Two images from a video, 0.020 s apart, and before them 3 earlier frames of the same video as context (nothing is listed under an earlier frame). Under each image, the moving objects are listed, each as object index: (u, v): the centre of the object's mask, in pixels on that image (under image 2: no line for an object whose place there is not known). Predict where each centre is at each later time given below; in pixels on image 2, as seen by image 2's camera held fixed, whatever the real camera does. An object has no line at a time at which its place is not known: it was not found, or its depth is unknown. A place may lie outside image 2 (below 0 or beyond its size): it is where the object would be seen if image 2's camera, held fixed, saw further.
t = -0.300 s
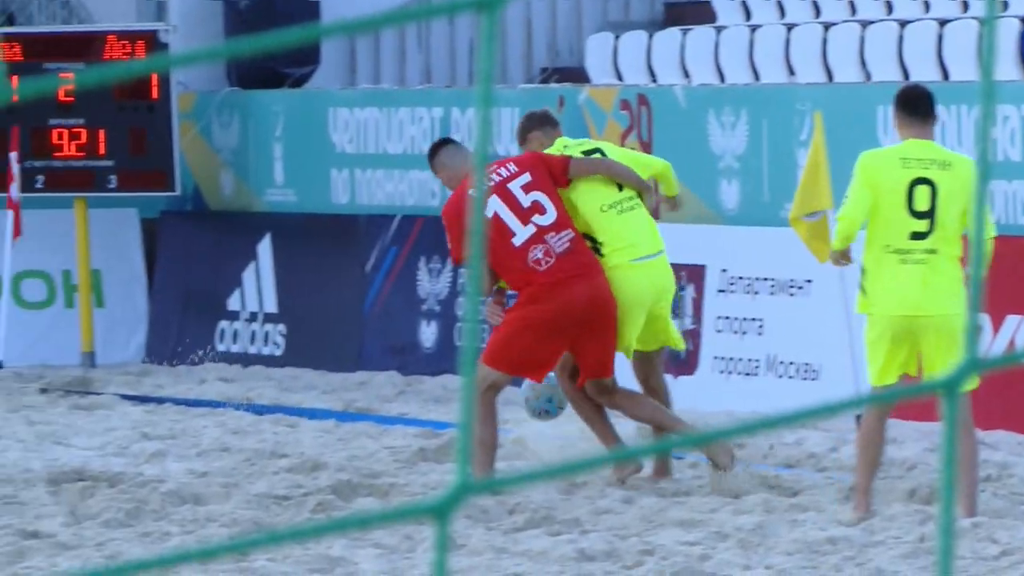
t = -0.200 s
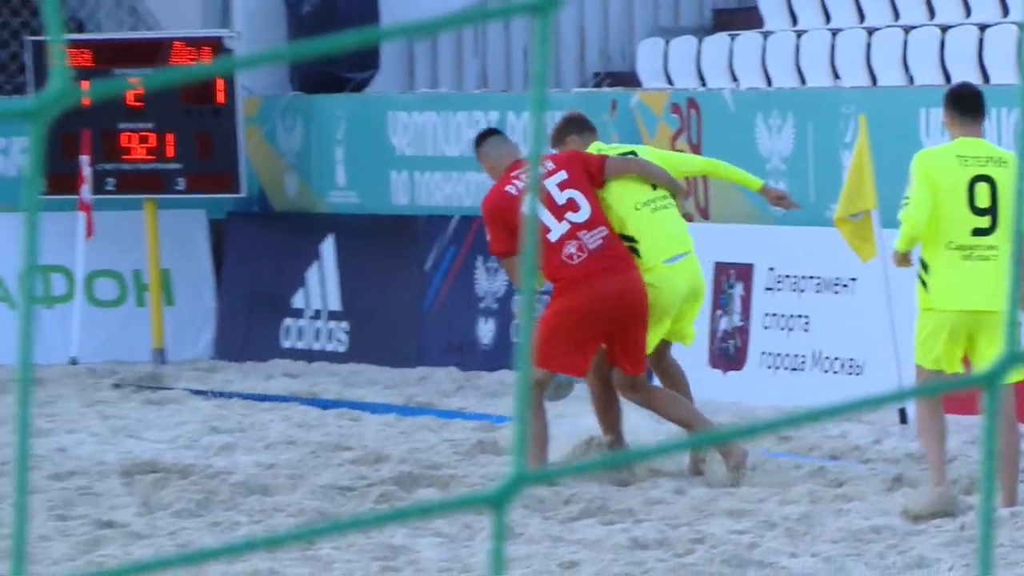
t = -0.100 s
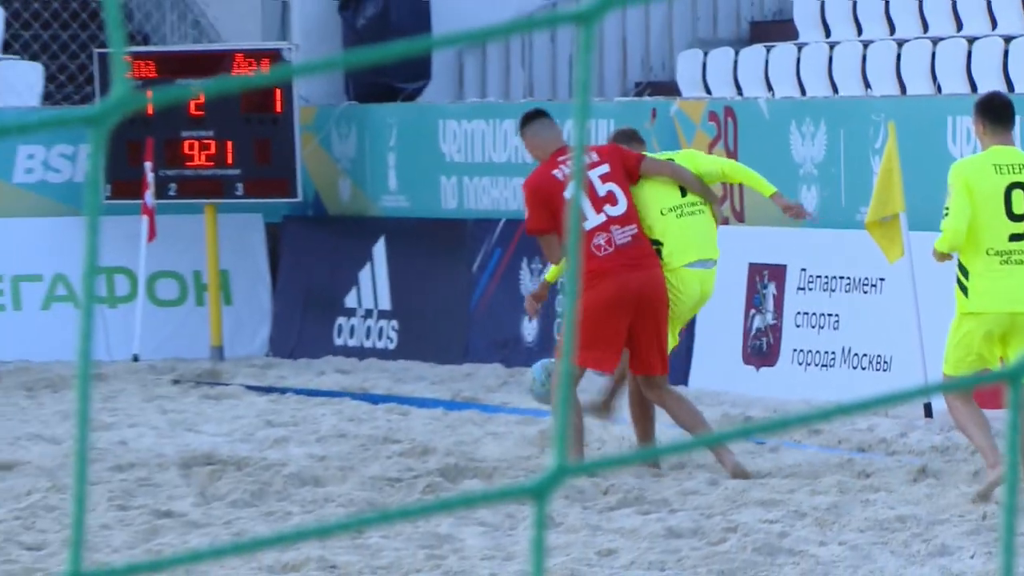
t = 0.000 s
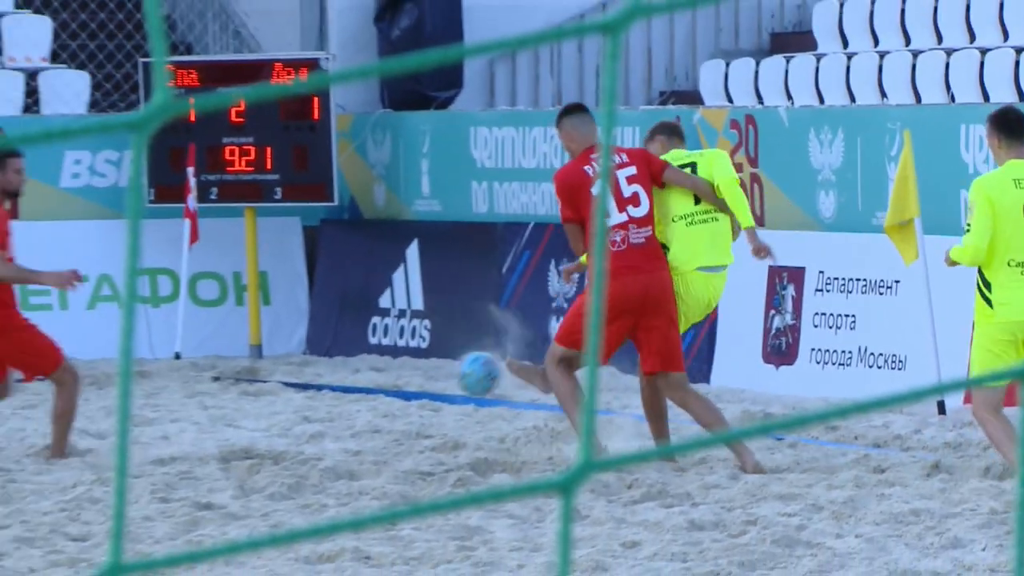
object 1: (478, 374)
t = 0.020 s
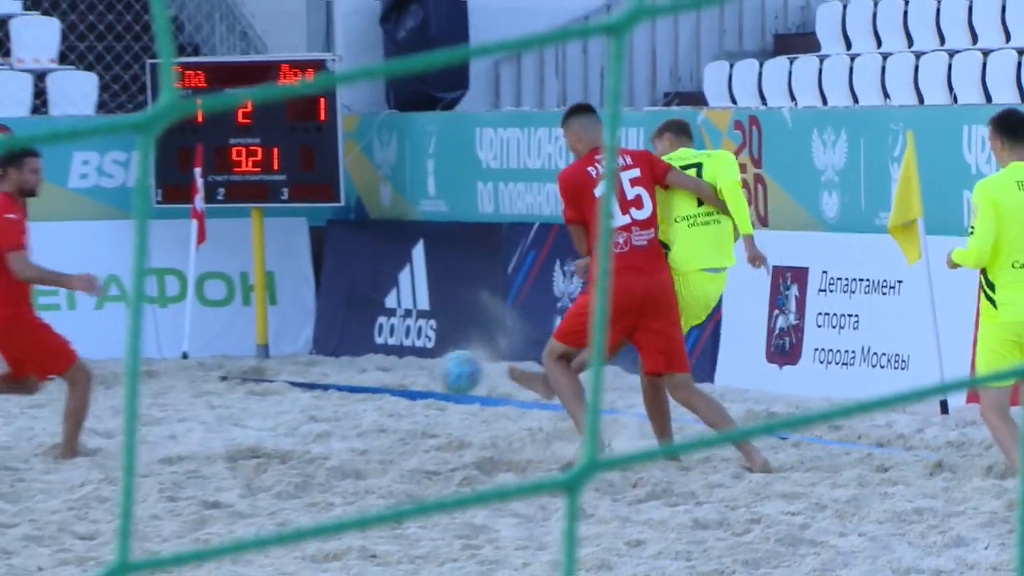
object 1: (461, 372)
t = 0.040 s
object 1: (437, 371)
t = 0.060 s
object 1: (412, 372)
